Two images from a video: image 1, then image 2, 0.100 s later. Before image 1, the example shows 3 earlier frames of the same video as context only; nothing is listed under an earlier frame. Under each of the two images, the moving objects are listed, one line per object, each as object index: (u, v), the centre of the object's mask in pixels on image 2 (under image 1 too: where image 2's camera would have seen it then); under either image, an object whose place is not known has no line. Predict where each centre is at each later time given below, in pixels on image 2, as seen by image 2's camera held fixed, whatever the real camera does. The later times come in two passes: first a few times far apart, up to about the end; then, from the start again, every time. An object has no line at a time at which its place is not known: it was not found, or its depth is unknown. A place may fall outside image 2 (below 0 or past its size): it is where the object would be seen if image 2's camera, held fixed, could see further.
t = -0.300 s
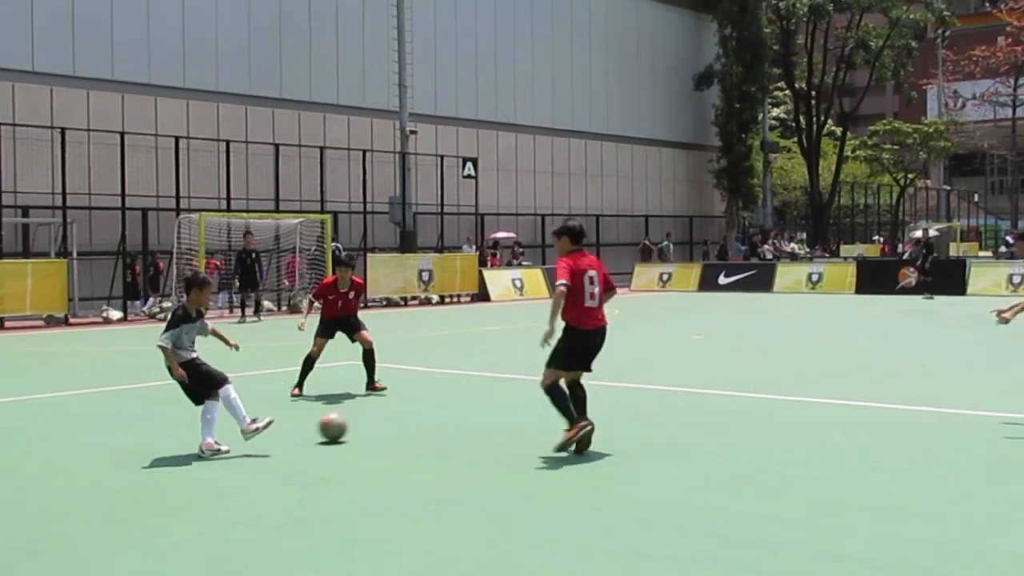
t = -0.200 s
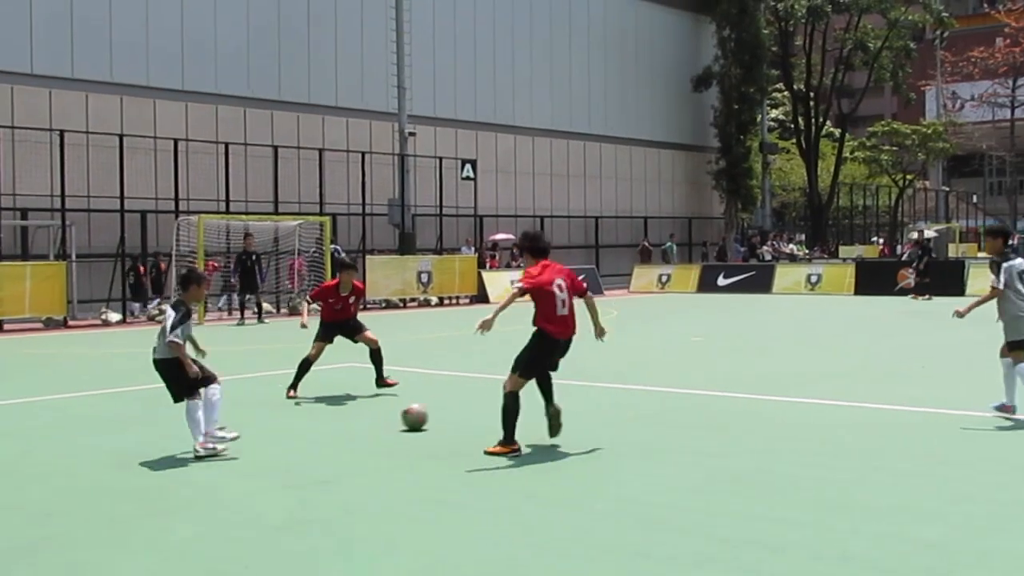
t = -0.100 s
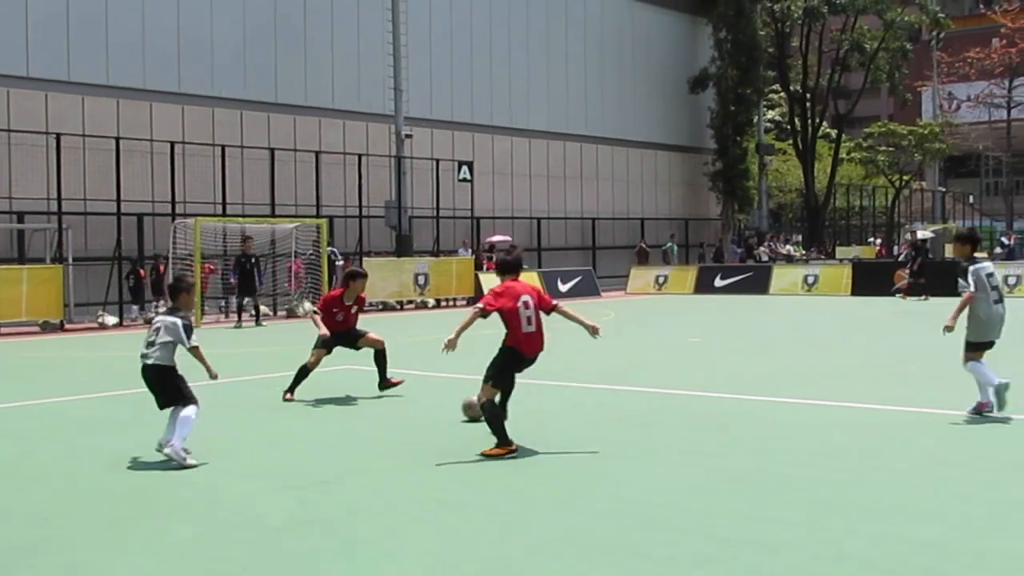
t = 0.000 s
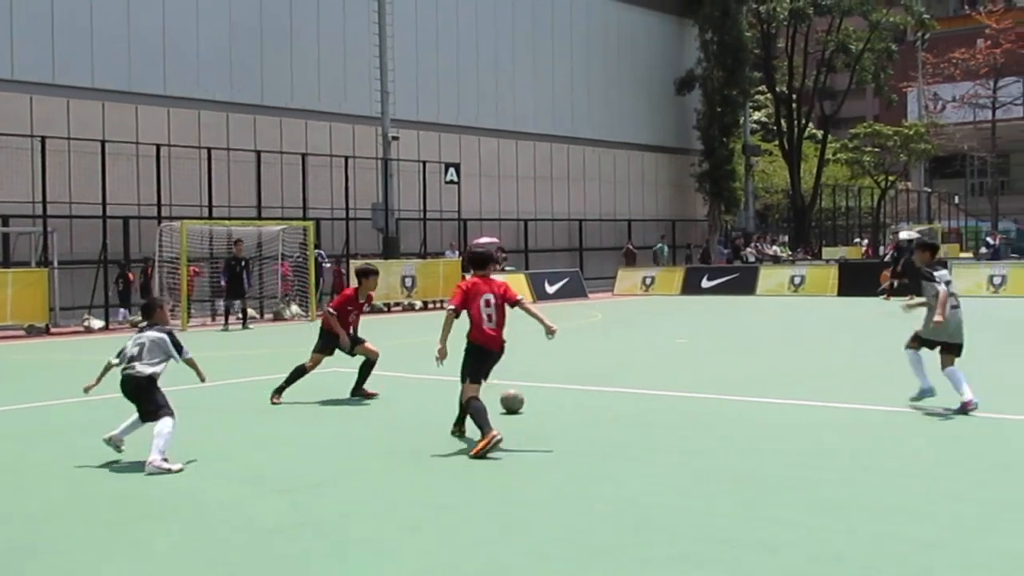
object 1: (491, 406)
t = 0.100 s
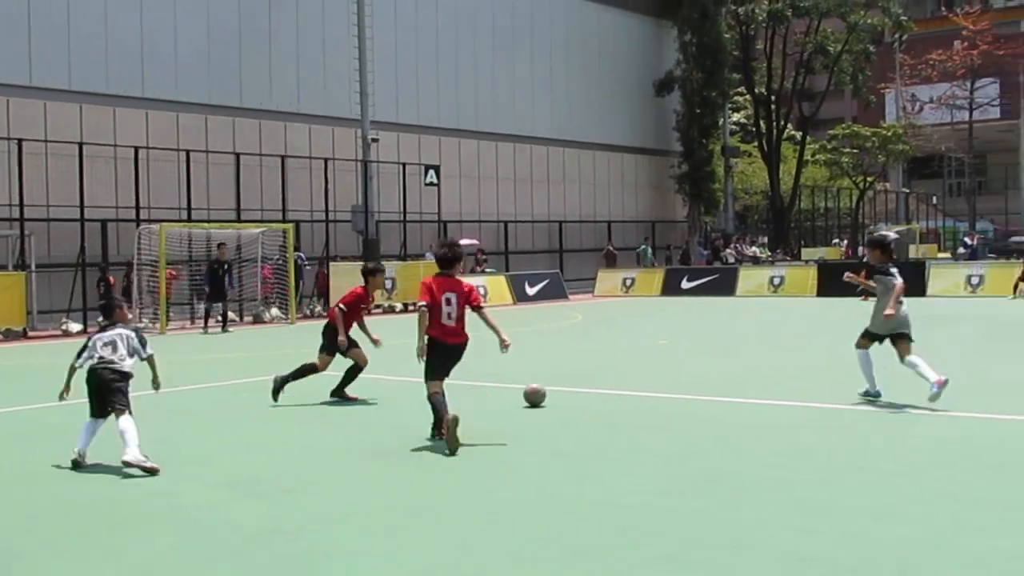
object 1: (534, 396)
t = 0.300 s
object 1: (608, 382)
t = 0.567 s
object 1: (683, 369)
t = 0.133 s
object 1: (547, 393)
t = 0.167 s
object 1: (561, 388)
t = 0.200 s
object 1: (573, 386)
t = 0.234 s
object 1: (584, 387)
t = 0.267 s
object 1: (596, 385)
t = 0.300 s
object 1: (608, 382)
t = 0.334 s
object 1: (618, 381)
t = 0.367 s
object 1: (628, 379)
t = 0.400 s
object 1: (638, 377)
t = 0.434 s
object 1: (648, 375)
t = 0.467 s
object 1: (657, 374)
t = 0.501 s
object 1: (666, 372)
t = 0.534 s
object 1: (675, 370)
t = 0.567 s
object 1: (683, 369)
